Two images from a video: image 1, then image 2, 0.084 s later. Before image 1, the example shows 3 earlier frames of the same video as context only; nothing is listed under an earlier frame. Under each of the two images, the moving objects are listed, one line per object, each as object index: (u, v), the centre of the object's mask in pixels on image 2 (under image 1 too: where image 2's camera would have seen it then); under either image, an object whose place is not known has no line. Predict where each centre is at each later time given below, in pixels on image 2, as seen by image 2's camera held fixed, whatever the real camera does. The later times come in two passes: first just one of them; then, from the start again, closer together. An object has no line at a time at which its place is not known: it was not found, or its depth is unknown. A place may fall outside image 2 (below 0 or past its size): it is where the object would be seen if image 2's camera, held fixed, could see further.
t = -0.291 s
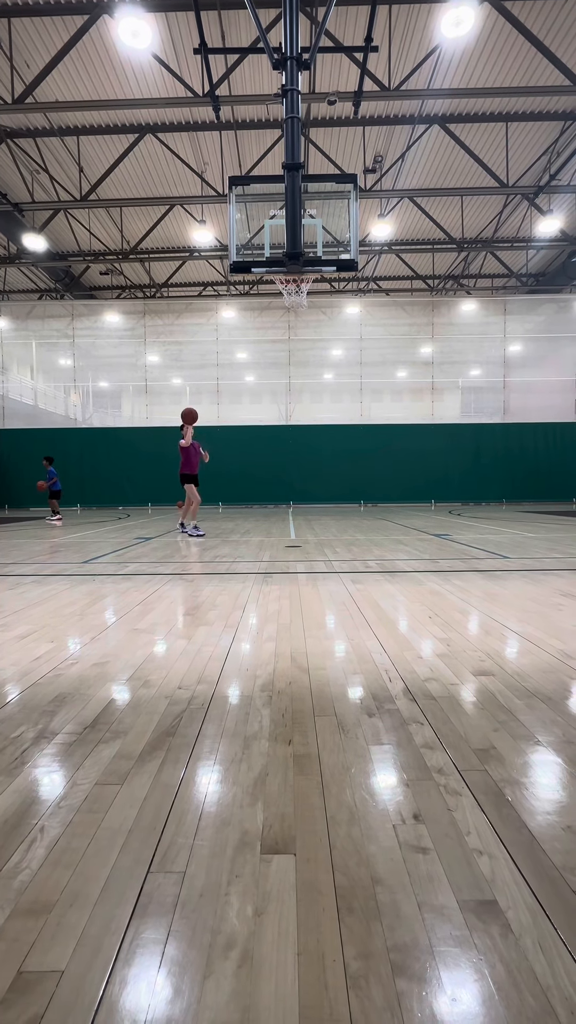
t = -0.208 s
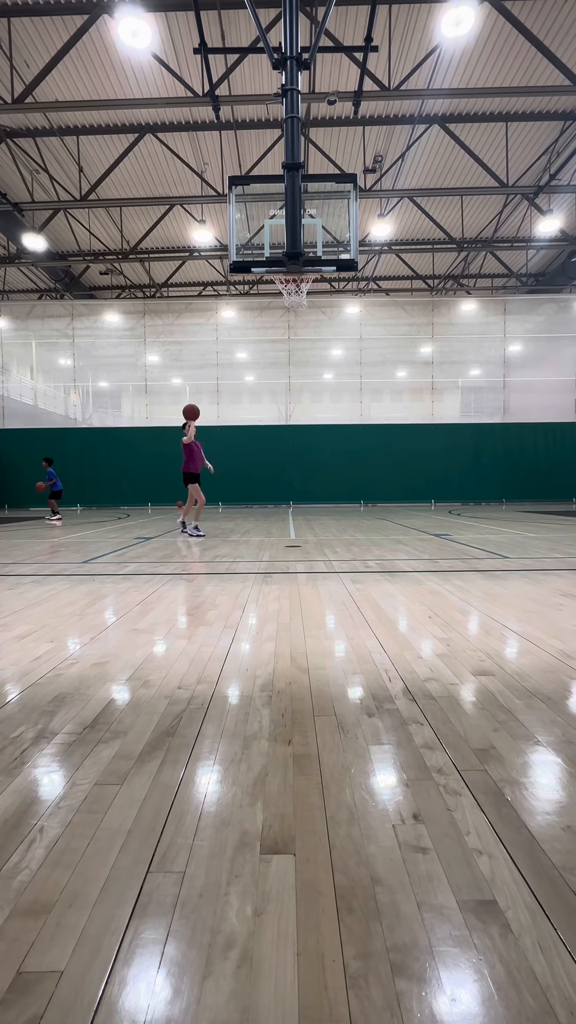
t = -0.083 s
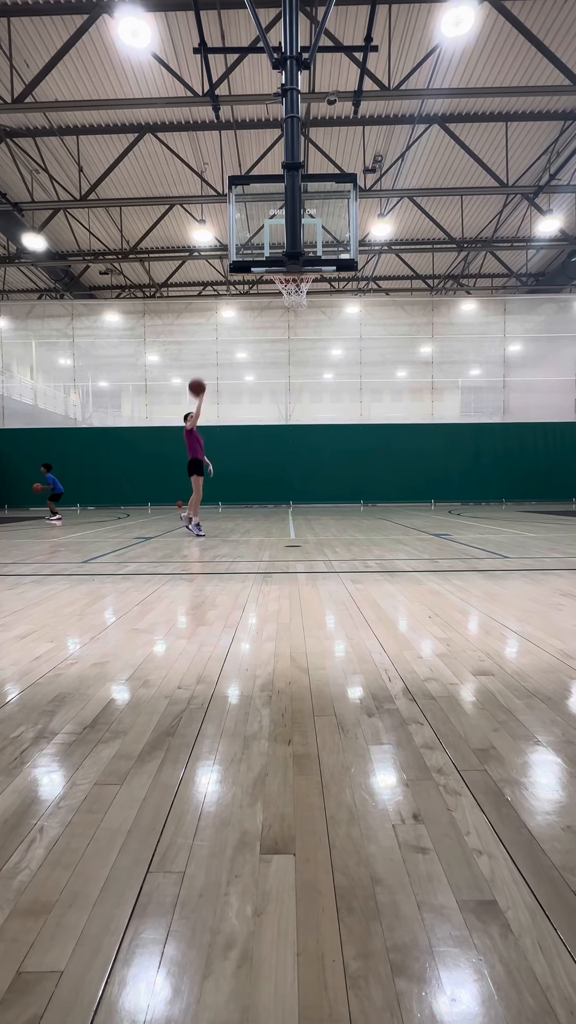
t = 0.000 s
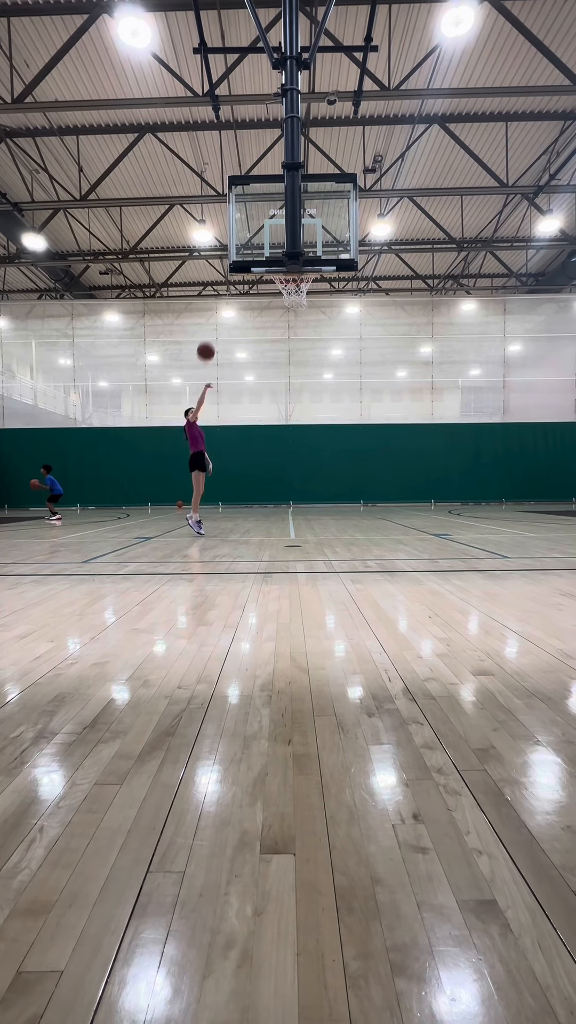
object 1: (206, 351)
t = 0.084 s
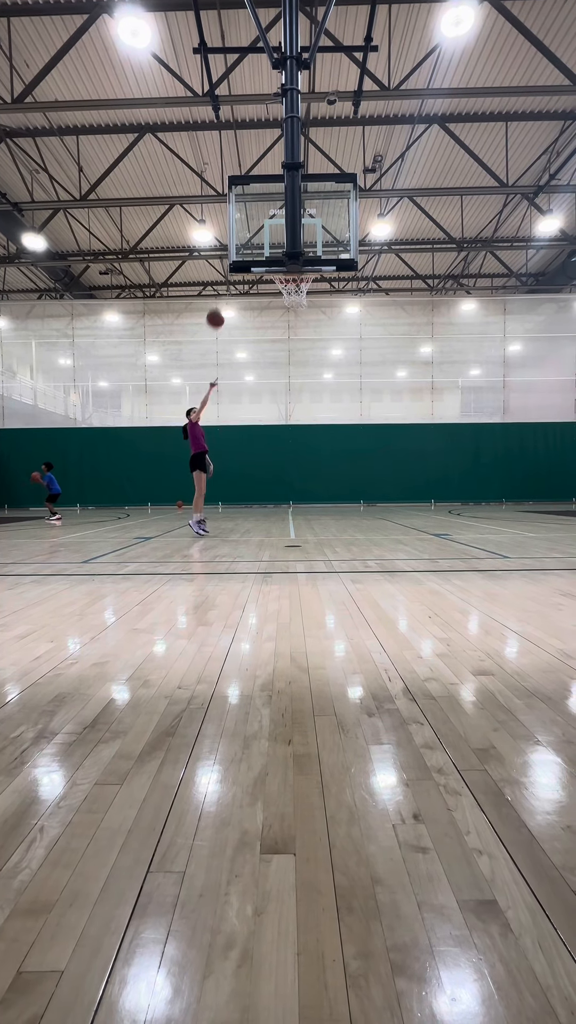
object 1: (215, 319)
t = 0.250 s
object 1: (239, 257)
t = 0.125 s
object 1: (220, 303)
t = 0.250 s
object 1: (239, 257)
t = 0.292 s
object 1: (243, 253)
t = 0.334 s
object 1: (247, 247)
